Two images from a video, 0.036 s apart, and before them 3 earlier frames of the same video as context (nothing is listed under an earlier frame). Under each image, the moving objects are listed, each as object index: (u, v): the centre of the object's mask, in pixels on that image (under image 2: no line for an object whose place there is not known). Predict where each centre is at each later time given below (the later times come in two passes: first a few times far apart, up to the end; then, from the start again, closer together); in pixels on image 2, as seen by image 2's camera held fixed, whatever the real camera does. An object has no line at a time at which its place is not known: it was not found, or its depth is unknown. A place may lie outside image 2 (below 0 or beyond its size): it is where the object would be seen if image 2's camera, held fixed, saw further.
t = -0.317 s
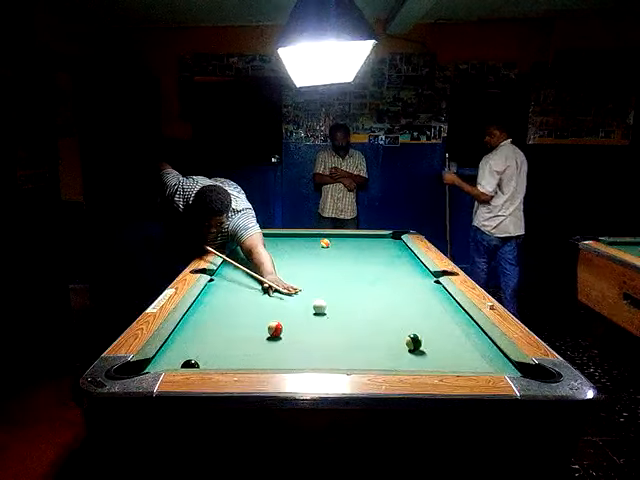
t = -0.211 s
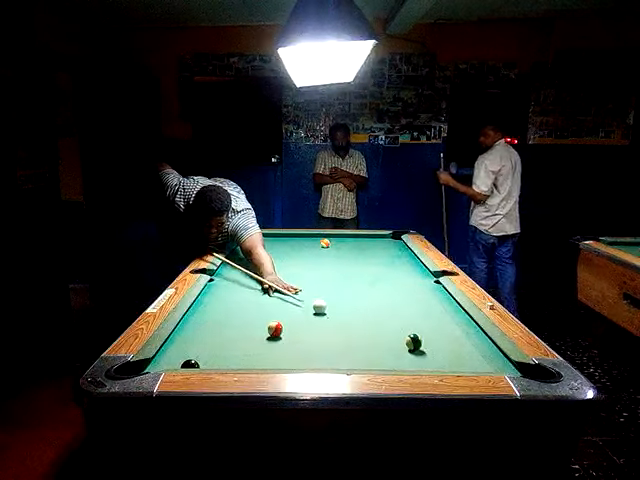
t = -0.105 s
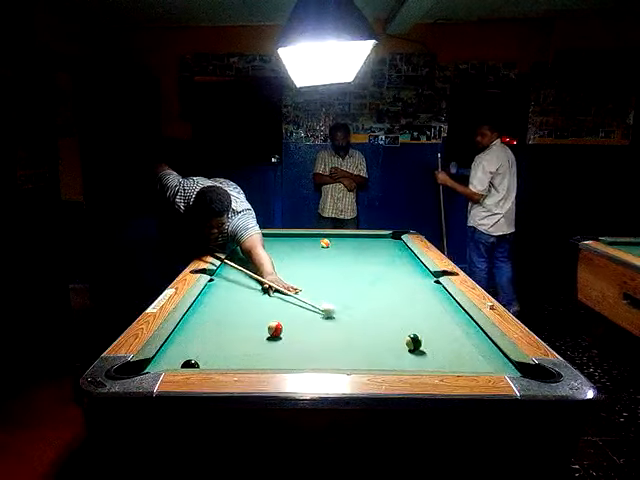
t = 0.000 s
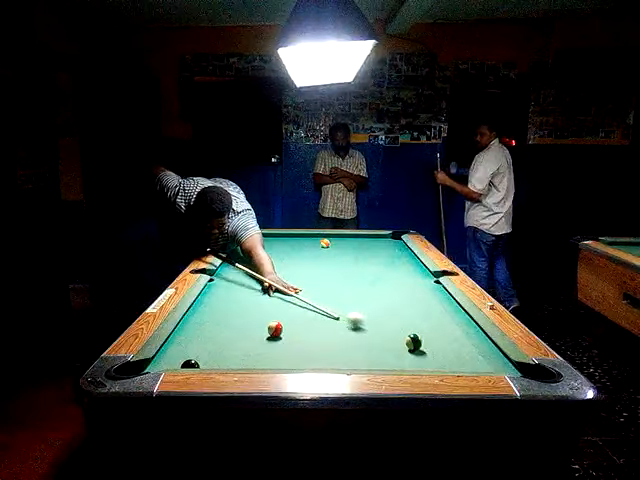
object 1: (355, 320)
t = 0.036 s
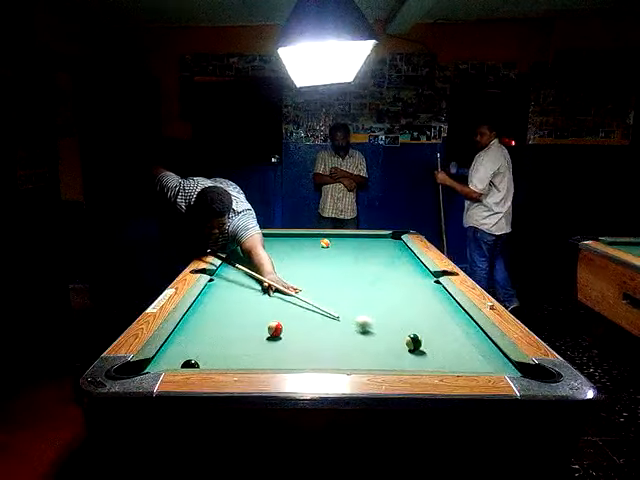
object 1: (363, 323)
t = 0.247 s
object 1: (400, 339)
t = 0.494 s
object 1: (410, 346)
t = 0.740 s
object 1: (420, 353)
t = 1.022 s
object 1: (433, 361)
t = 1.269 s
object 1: (443, 365)
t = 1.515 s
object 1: (447, 365)
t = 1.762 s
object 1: (448, 363)
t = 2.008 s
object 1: (450, 362)
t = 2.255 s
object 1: (452, 362)
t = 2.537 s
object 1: (453, 361)
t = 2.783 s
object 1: (453, 361)
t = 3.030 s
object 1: (453, 361)
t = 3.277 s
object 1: (453, 361)
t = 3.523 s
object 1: (453, 361)
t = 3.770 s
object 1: (453, 361)
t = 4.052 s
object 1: (453, 361)
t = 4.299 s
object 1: (453, 361)
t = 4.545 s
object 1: (453, 361)
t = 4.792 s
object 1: (453, 361)
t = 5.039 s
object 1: (453, 361)
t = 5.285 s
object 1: (453, 361)
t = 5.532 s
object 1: (453, 361)
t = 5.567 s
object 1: (453, 361)
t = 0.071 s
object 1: (371, 326)
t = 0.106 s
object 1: (378, 329)
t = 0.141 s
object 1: (385, 332)
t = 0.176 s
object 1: (393, 335)
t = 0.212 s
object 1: (398, 337)
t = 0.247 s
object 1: (400, 339)
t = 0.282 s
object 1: (401, 340)
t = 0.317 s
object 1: (402, 341)
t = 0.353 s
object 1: (404, 342)
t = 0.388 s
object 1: (406, 343)
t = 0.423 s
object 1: (407, 344)
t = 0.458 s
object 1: (408, 345)
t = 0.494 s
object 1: (410, 346)
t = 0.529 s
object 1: (411, 347)
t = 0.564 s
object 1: (413, 348)
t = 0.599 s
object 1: (414, 349)
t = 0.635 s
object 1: (416, 351)
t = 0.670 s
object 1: (417, 352)
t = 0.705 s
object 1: (419, 353)
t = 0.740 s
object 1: (420, 353)
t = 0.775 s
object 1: (422, 355)
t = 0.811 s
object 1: (423, 355)
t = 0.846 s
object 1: (425, 357)
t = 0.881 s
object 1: (428, 359)
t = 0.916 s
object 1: (429, 359)
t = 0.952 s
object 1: (431, 360)
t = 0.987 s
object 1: (432, 361)
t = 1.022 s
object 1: (433, 361)
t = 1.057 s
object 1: (435, 362)
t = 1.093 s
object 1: (436, 363)
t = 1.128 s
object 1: (437, 363)
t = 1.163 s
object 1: (439, 364)
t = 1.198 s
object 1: (440, 364)
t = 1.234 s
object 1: (441, 364)
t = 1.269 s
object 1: (443, 365)
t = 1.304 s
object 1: (444, 365)
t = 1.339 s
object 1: (445, 365)
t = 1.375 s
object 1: (445, 365)
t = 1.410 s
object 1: (445, 365)
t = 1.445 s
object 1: (446, 365)
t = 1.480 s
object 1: (446, 365)
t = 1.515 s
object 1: (447, 365)
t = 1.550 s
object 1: (447, 364)
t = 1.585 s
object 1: (447, 364)
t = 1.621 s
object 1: (448, 364)
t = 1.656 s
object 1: (448, 364)
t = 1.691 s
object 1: (448, 364)
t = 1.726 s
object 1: (448, 364)
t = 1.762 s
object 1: (448, 363)
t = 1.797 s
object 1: (449, 363)
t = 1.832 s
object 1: (449, 363)
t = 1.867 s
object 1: (449, 363)
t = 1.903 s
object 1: (450, 363)
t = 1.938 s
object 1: (450, 363)
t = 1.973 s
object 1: (450, 363)
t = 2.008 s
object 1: (450, 362)
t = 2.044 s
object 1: (451, 362)
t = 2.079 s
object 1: (451, 362)
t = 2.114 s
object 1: (451, 362)
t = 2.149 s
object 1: (451, 362)
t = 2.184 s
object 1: (451, 362)
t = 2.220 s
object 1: (452, 361)
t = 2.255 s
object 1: (452, 362)
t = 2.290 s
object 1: (452, 361)
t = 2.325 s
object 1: (452, 361)
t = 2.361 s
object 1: (452, 361)
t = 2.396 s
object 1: (452, 361)
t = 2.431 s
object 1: (452, 361)
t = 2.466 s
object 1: (452, 361)
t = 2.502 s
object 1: (452, 361)
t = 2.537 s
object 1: (453, 361)
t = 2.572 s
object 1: (453, 361)
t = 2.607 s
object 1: (453, 361)
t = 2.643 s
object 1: (453, 361)
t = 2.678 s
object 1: (453, 361)
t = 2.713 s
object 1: (453, 361)
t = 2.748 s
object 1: (453, 361)
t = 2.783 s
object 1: (453, 361)
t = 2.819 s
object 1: (453, 361)
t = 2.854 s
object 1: (453, 361)
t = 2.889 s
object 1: (453, 361)
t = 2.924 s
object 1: (453, 361)
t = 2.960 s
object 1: (453, 361)
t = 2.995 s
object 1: (453, 361)
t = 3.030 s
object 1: (453, 361)
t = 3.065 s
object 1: (453, 361)
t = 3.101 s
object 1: (453, 361)
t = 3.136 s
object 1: (453, 361)
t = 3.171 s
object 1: (453, 361)
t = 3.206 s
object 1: (453, 361)
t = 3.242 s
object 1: (453, 361)
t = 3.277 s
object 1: (453, 361)
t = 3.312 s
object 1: (453, 361)
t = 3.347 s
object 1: (453, 361)
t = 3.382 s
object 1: (453, 361)
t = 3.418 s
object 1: (453, 361)
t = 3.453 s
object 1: (453, 361)
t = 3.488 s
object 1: (453, 361)
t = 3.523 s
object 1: (453, 361)
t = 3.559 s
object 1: (453, 361)
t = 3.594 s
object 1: (453, 361)
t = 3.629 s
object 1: (453, 361)
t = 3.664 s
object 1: (453, 361)
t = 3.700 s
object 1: (453, 361)
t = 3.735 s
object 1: (453, 361)
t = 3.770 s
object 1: (453, 361)
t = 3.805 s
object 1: (453, 361)
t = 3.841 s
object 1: (453, 361)
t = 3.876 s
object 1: (453, 361)
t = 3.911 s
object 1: (453, 361)
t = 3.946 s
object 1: (453, 361)
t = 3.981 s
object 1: (453, 361)
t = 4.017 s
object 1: (453, 361)
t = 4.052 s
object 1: (453, 361)
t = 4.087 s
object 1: (453, 361)
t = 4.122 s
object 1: (453, 361)
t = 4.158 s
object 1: (453, 361)
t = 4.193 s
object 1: (453, 361)
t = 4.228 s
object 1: (453, 361)
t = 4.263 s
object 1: (453, 361)
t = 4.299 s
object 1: (453, 361)
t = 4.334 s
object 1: (453, 361)
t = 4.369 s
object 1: (453, 361)
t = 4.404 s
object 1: (453, 361)
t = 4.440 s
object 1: (453, 361)
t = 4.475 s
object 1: (453, 361)
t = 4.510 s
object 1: (453, 361)
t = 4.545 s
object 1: (453, 361)
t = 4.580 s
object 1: (453, 361)
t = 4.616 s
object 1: (453, 361)
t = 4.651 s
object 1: (453, 361)
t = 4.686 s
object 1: (453, 361)
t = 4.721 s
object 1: (453, 361)
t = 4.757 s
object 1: (453, 361)
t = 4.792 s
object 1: (453, 361)
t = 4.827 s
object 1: (453, 361)
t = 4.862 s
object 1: (453, 361)
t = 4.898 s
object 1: (453, 361)
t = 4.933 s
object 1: (453, 361)
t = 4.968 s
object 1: (453, 361)
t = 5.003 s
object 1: (453, 361)
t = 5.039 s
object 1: (453, 361)
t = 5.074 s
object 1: (453, 361)
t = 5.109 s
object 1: (453, 361)
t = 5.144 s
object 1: (453, 361)
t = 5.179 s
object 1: (453, 361)
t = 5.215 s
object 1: (453, 361)
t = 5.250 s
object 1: (453, 361)
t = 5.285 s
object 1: (453, 361)
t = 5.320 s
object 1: (453, 361)
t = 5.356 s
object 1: (453, 361)
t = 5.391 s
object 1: (453, 361)
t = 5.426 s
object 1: (453, 361)
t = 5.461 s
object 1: (453, 361)
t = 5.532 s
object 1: (453, 361)
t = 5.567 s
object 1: (453, 361)
